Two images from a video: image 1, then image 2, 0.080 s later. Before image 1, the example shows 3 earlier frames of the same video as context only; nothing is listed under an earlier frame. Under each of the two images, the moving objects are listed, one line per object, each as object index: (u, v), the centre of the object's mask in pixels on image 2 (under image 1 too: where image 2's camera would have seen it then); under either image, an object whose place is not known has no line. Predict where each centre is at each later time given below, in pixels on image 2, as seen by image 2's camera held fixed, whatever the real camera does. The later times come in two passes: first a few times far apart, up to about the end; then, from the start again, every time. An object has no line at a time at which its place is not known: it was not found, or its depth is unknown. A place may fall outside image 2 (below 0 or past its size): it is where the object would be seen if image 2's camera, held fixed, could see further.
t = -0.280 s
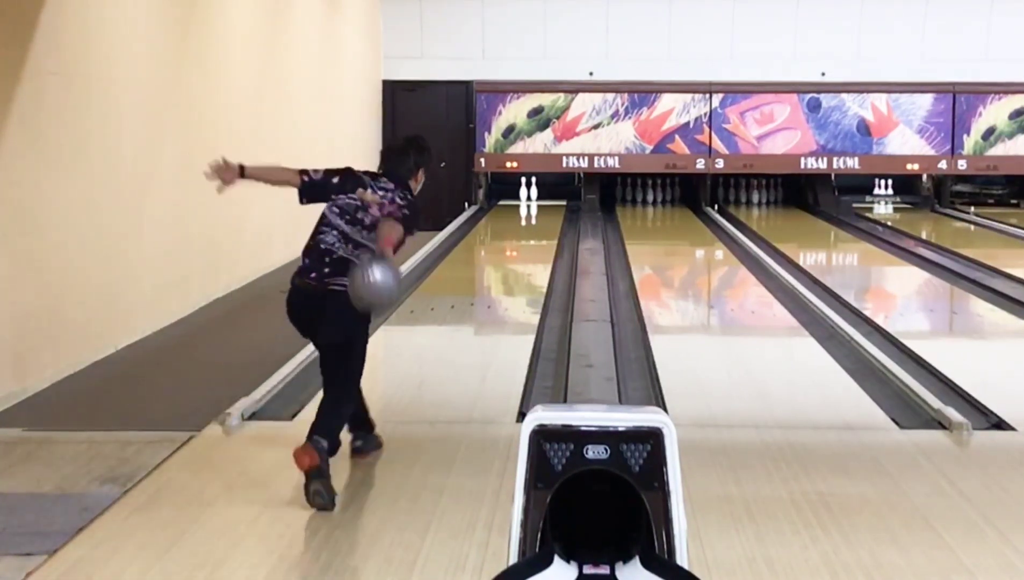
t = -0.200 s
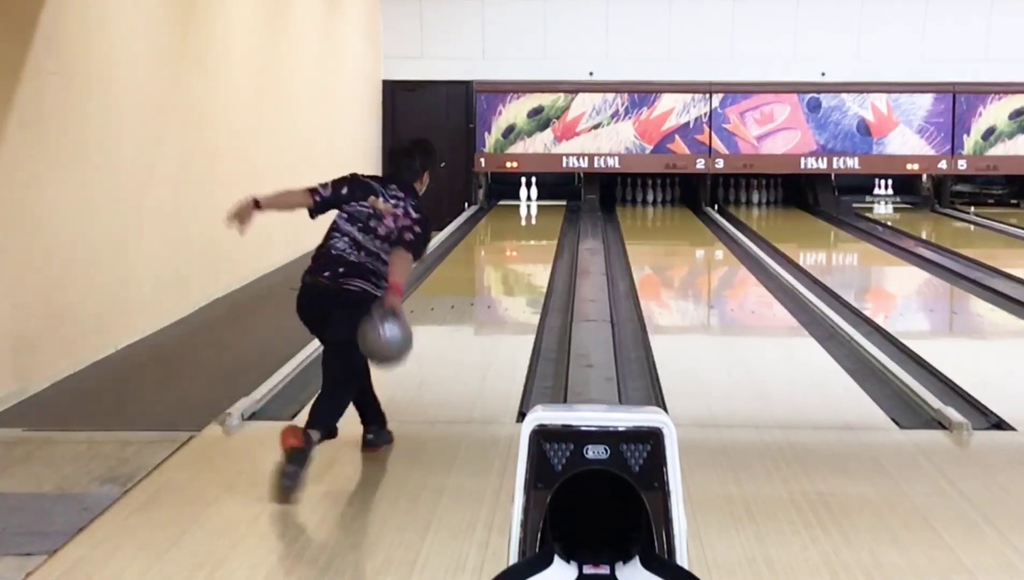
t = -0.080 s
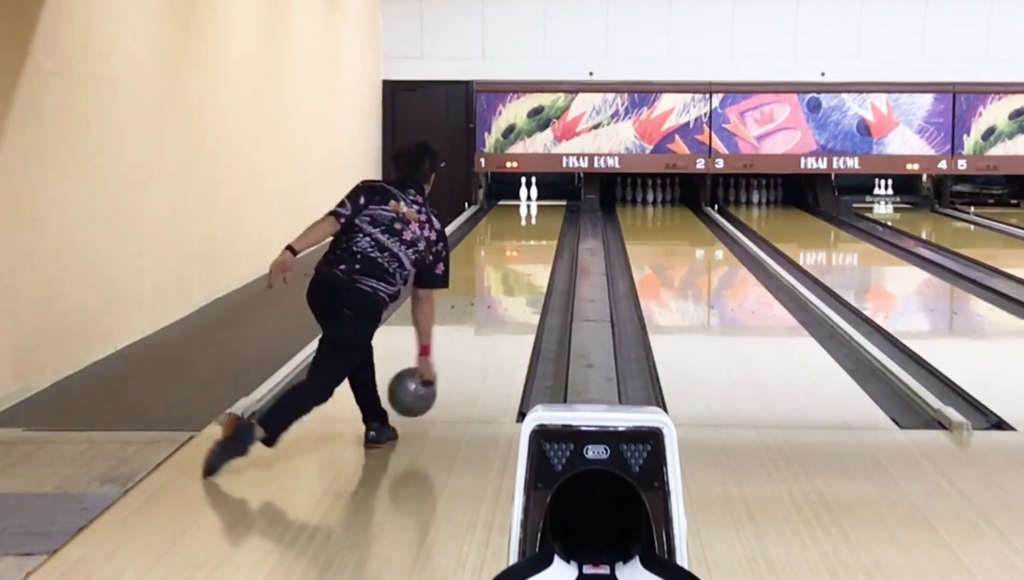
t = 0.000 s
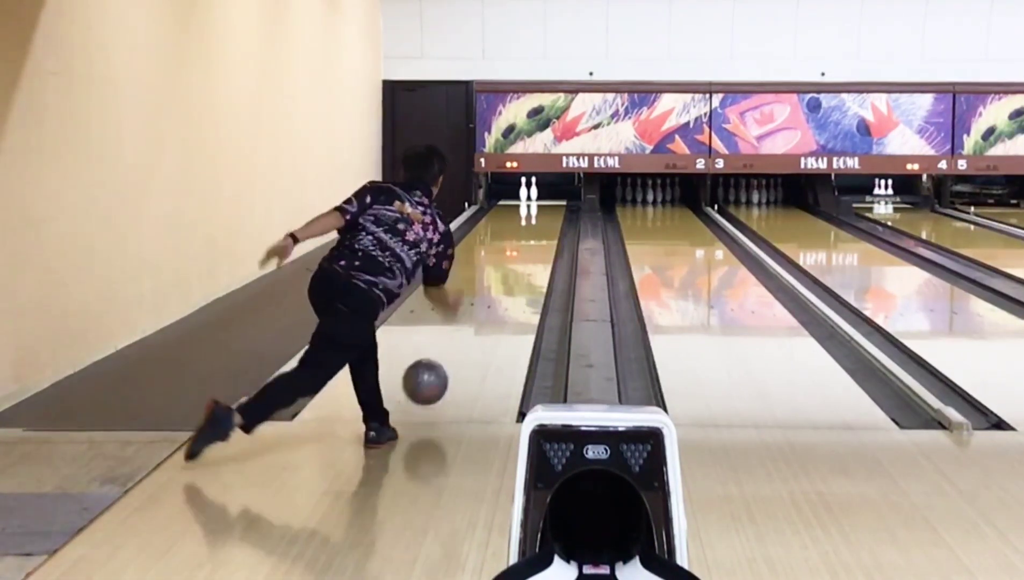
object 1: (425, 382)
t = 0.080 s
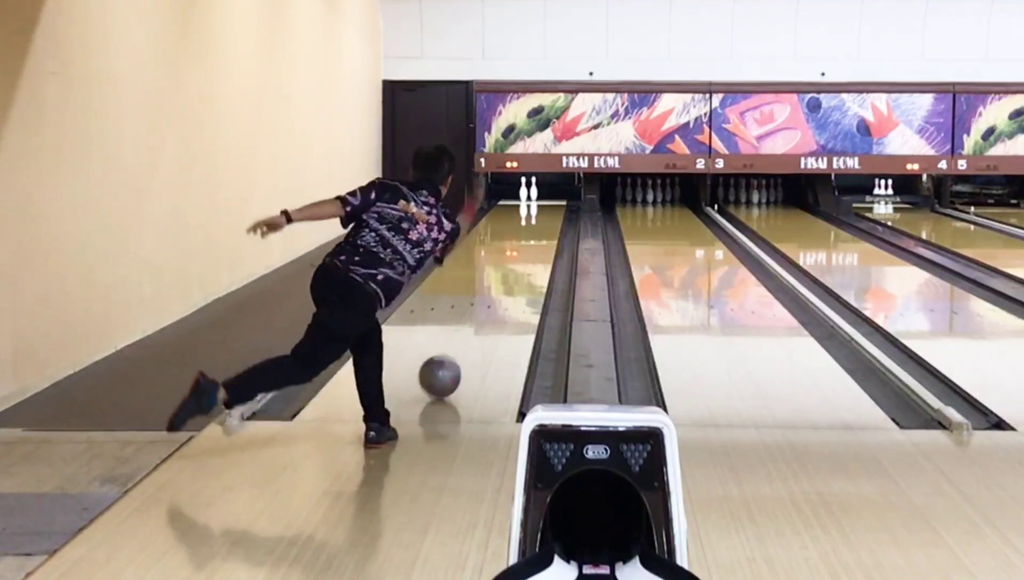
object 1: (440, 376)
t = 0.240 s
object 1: (463, 343)
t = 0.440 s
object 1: (484, 311)
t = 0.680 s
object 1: (502, 284)
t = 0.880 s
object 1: (513, 266)
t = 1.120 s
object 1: (524, 248)
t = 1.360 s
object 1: (530, 235)
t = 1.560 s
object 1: (534, 226)
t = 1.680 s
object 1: (536, 222)
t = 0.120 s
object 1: (447, 362)
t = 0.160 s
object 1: (452, 356)
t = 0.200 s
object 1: (457, 352)
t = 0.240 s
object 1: (463, 343)
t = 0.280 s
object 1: (467, 337)
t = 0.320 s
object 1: (472, 329)
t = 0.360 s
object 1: (476, 323)
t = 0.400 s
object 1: (479, 318)
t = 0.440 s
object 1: (484, 311)
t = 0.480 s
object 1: (487, 306)
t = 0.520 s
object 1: (491, 300)
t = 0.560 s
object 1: (493, 296)
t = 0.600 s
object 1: (496, 293)
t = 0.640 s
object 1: (500, 287)
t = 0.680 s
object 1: (502, 284)
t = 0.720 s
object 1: (505, 280)
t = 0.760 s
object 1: (507, 276)
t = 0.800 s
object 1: (509, 274)
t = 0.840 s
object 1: (512, 269)
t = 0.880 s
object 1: (513, 266)
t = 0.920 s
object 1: (516, 263)
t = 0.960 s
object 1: (517, 260)
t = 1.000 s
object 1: (519, 257)
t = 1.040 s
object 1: (521, 254)
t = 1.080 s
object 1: (522, 252)
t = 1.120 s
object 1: (524, 248)
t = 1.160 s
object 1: (525, 247)
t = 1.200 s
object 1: (526, 245)
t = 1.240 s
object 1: (528, 242)
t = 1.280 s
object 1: (529, 240)
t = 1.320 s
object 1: (530, 236)
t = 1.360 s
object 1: (530, 235)
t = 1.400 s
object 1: (531, 233)
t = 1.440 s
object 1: (533, 231)
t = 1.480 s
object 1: (533, 230)
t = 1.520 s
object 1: (534, 228)
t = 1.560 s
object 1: (534, 226)
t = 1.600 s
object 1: (534, 225)
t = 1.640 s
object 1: (535, 223)
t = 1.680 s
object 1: (536, 222)
